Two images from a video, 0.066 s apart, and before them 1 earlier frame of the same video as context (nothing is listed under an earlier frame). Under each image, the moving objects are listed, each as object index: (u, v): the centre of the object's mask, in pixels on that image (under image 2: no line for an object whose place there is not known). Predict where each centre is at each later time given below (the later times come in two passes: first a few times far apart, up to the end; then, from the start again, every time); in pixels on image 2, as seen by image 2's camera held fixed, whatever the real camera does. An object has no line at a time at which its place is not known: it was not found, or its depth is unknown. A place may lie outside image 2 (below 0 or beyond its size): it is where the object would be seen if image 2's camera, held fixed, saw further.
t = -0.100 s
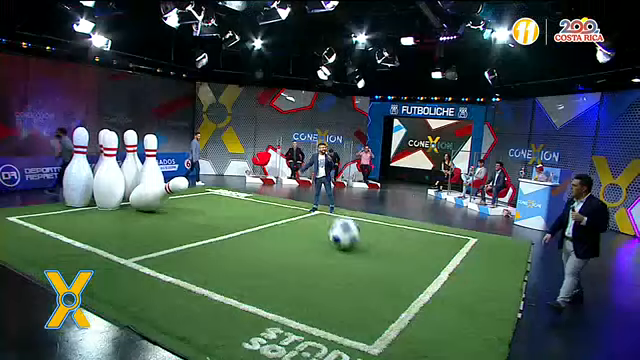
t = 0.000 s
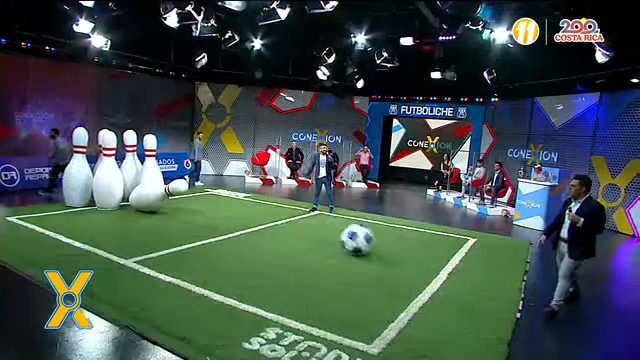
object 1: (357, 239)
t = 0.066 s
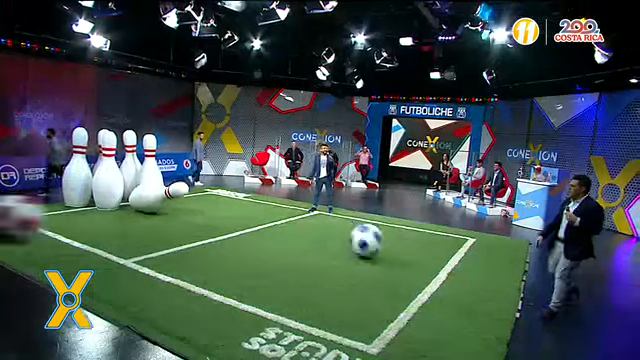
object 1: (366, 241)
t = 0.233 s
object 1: (390, 254)
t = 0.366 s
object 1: (411, 259)
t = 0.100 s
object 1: (371, 243)
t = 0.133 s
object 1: (375, 244)
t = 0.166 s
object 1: (380, 247)
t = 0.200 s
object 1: (385, 251)
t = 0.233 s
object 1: (390, 254)
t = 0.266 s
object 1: (396, 255)
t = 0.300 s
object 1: (402, 256)
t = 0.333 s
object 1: (406, 257)
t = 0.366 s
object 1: (411, 259)
